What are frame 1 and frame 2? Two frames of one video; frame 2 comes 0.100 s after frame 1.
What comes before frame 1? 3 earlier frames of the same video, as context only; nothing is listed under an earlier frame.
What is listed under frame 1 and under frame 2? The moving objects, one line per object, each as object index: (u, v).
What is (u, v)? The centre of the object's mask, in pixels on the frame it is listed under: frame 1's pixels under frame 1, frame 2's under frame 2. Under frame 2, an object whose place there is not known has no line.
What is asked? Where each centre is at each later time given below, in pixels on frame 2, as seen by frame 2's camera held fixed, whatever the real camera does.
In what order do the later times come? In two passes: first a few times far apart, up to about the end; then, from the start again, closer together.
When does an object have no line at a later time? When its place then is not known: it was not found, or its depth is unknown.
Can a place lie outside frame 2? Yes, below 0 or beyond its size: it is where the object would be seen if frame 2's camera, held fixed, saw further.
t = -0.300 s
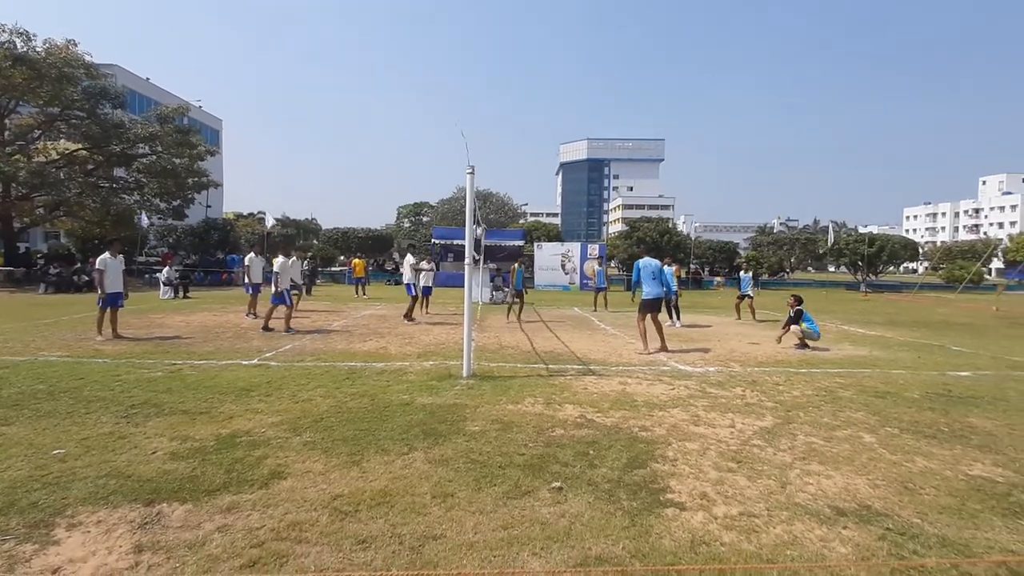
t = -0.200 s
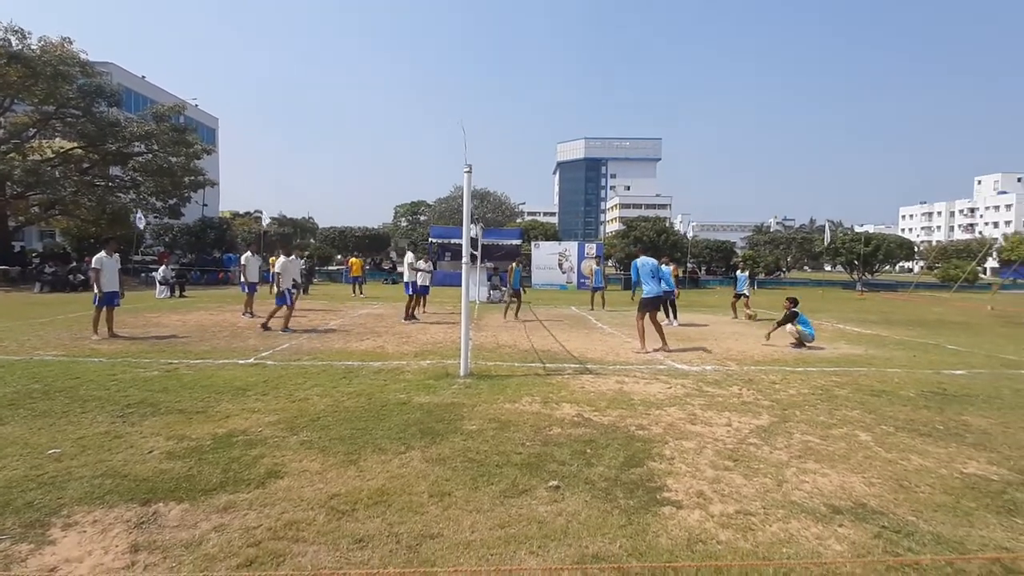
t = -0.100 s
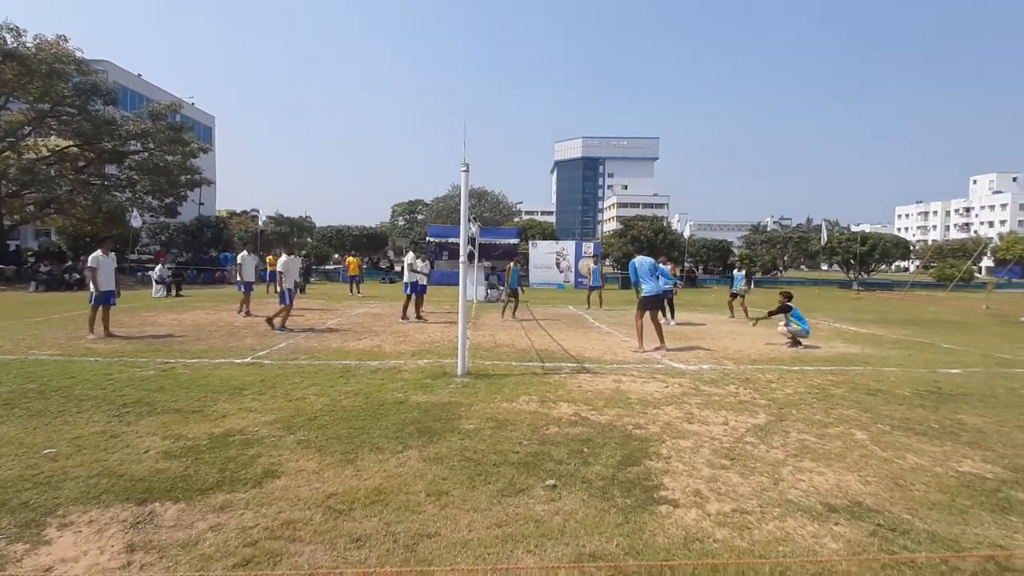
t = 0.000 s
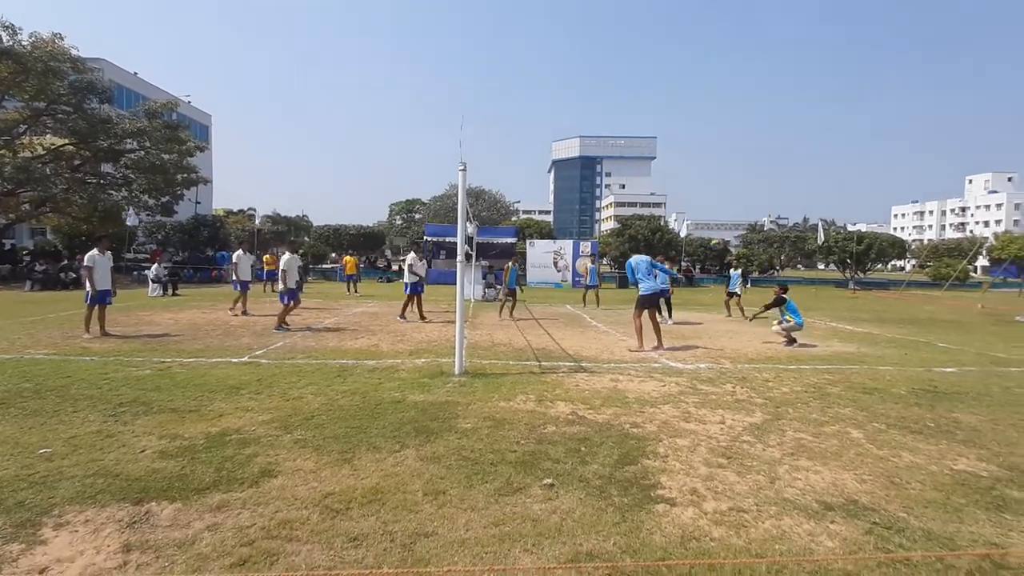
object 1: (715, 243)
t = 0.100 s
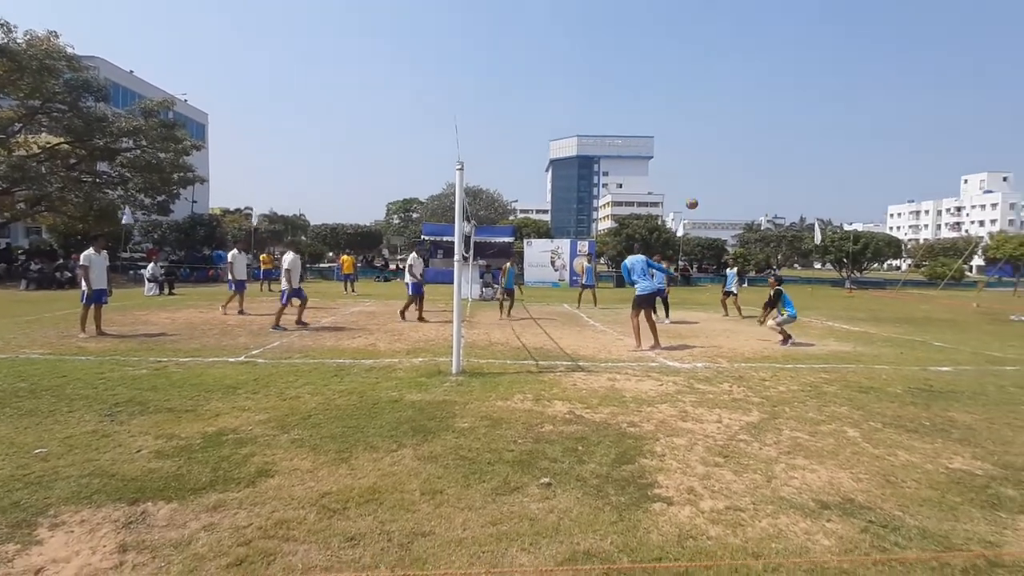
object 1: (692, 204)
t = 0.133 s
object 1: (684, 192)
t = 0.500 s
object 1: (602, 101)
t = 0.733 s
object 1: (547, 80)
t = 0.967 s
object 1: (491, 89)
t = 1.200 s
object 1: (435, 128)
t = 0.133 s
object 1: (684, 192)
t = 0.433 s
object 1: (617, 112)
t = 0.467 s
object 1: (610, 107)
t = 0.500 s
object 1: (602, 101)
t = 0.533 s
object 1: (595, 96)
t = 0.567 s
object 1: (587, 92)
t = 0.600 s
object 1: (579, 88)
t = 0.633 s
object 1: (571, 85)
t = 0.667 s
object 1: (563, 83)
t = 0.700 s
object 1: (555, 81)
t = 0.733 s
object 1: (547, 80)
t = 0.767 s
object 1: (539, 79)
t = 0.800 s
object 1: (531, 79)
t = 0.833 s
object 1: (524, 80)
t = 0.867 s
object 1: (516, 81)
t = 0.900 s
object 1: (507, 83)
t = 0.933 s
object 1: (500, 86)
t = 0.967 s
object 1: (491, 89)
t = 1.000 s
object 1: (483, 92)
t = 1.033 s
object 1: (475, 97)
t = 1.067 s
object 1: (467, 102)
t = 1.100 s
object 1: (459, 107)
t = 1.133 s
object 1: (451, 114)
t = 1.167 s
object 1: (443, 120)
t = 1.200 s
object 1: (435, 128)
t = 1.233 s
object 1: (427, 136)
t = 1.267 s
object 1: (419, 145)
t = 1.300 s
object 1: (411, 154)
